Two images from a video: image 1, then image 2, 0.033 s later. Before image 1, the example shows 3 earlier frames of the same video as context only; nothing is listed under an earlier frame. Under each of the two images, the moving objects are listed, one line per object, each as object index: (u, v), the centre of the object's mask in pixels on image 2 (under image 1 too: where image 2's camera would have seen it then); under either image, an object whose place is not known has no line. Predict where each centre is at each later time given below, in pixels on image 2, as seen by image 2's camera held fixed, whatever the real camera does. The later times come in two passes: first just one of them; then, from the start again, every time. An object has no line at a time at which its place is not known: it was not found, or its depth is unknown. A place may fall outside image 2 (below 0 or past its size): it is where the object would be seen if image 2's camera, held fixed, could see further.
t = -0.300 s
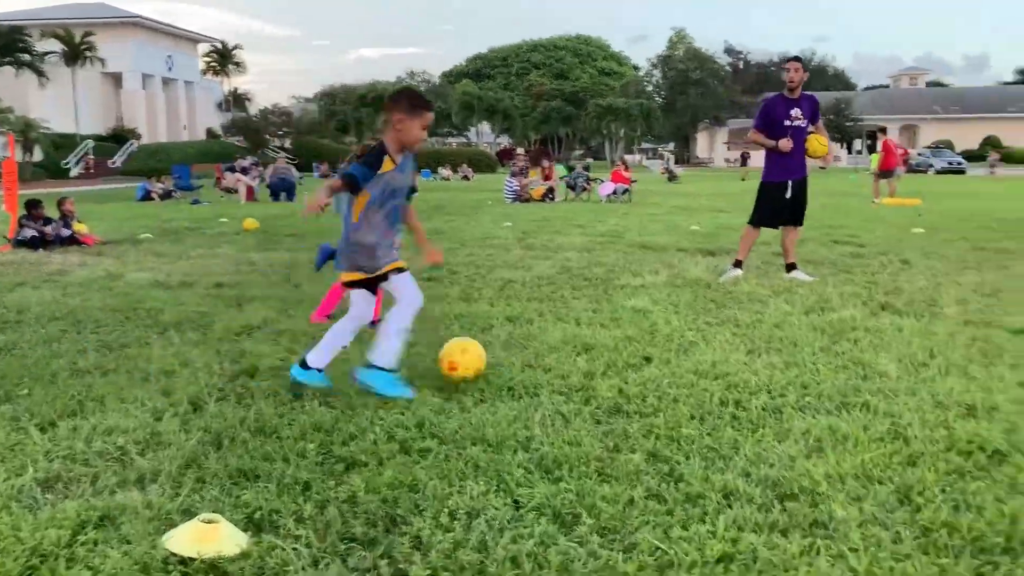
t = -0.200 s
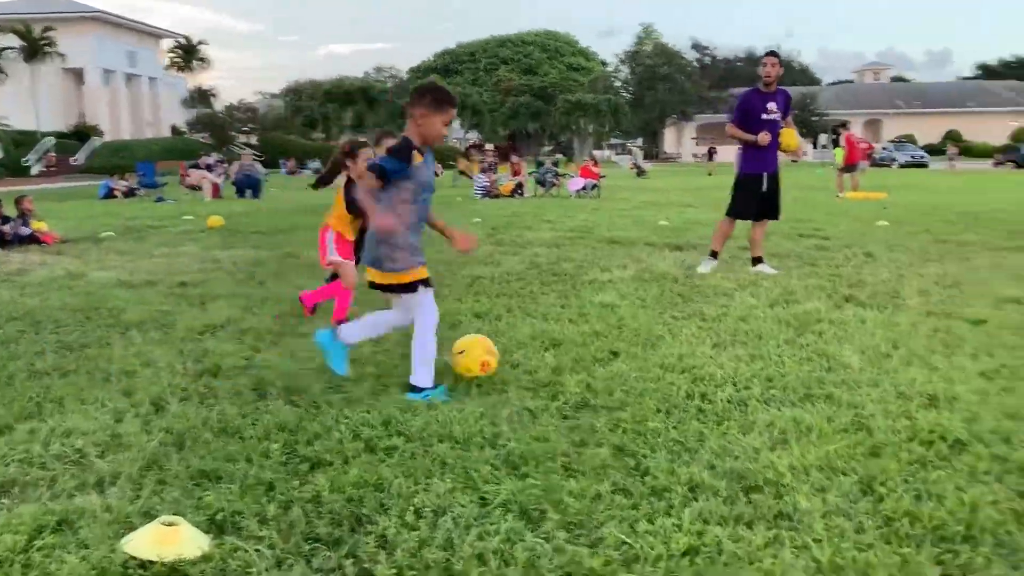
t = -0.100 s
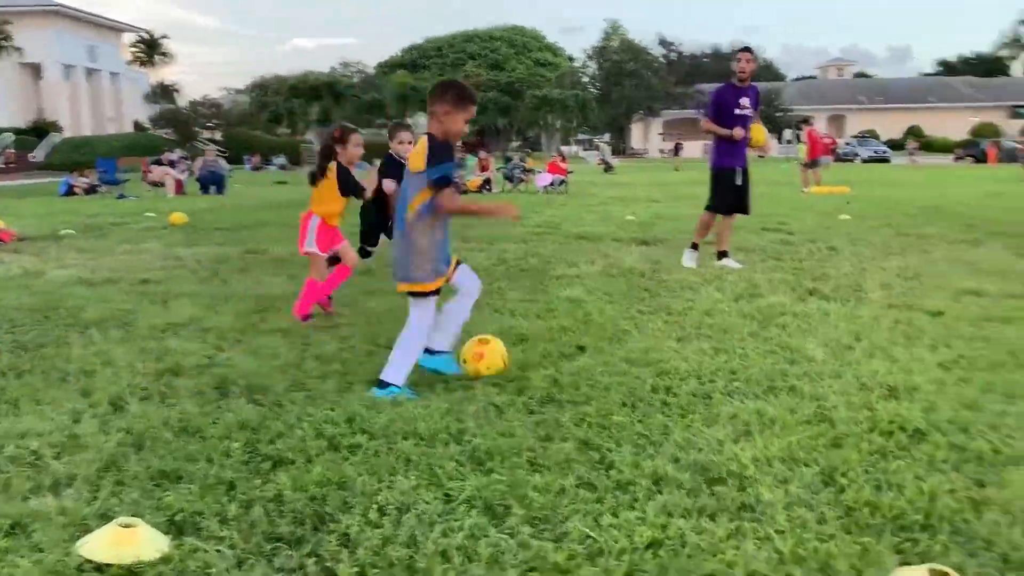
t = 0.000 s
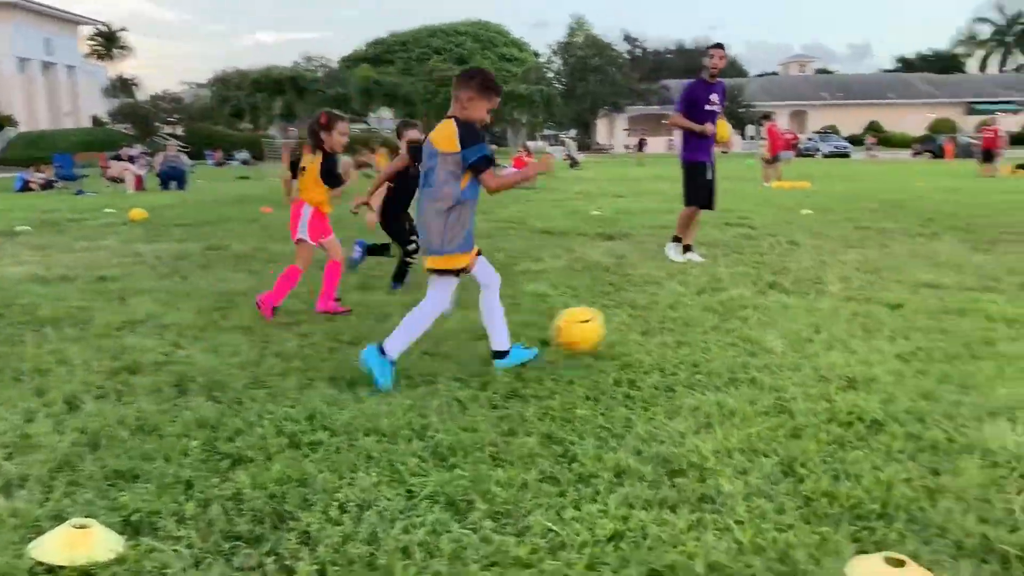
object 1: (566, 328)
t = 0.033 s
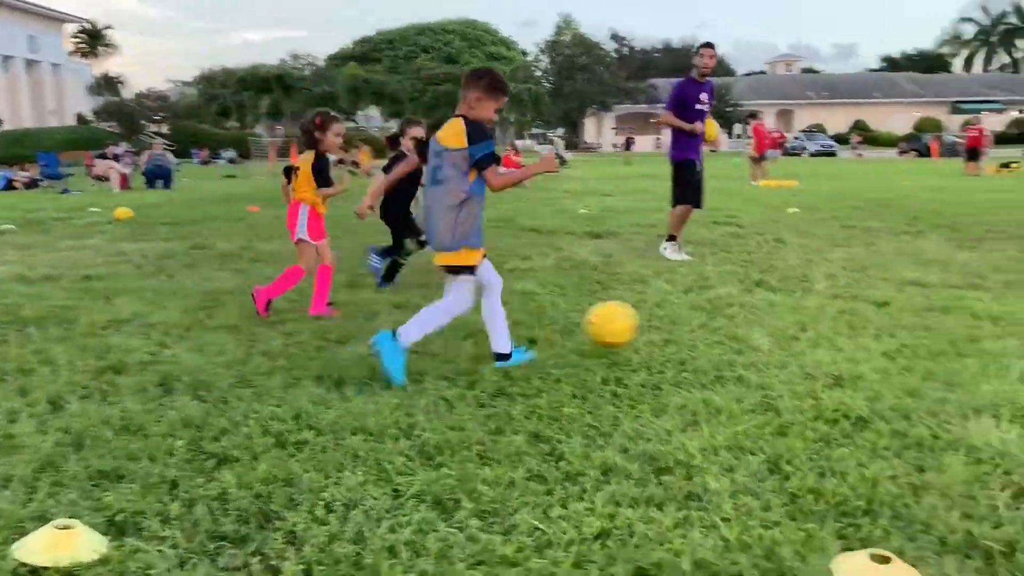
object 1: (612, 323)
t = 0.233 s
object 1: (867, 345)
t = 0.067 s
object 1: (657, 322)
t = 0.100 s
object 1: (701, 323)
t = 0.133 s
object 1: (745, 327)
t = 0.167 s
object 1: (788, 334)
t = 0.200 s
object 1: (829, 340)
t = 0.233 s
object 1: (867, 345)
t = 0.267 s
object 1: (895, 341)
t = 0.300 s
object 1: (919, 339)
